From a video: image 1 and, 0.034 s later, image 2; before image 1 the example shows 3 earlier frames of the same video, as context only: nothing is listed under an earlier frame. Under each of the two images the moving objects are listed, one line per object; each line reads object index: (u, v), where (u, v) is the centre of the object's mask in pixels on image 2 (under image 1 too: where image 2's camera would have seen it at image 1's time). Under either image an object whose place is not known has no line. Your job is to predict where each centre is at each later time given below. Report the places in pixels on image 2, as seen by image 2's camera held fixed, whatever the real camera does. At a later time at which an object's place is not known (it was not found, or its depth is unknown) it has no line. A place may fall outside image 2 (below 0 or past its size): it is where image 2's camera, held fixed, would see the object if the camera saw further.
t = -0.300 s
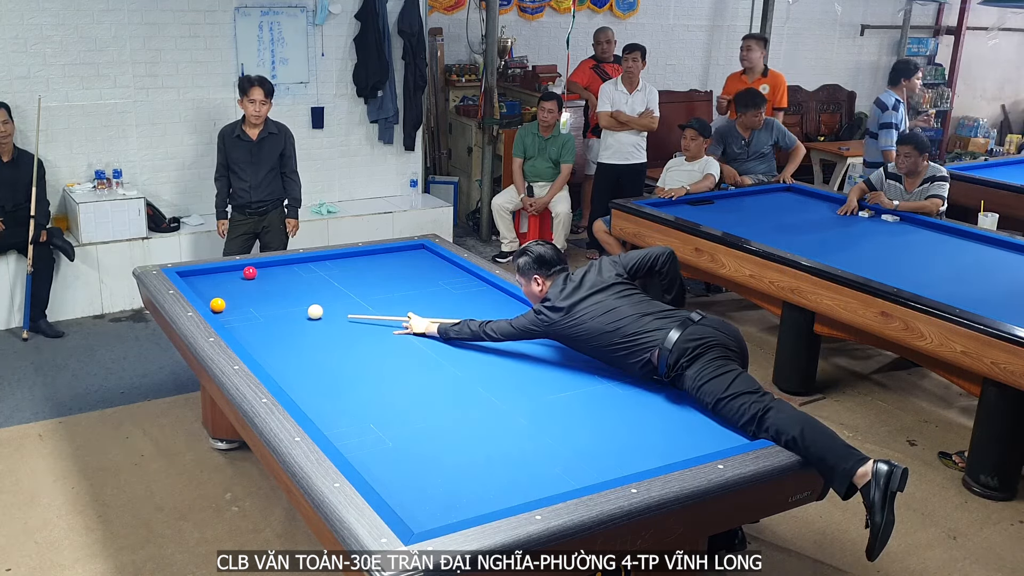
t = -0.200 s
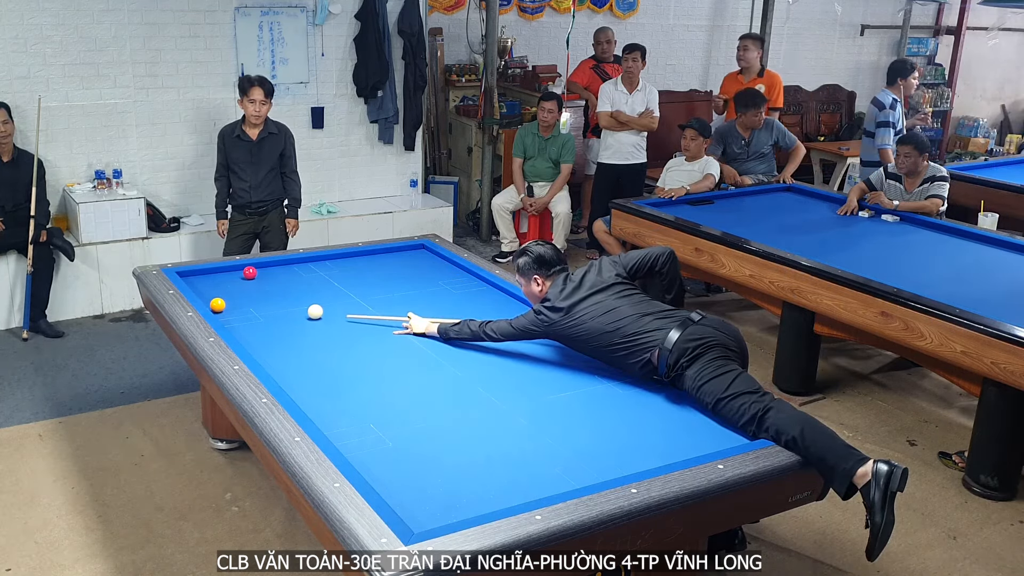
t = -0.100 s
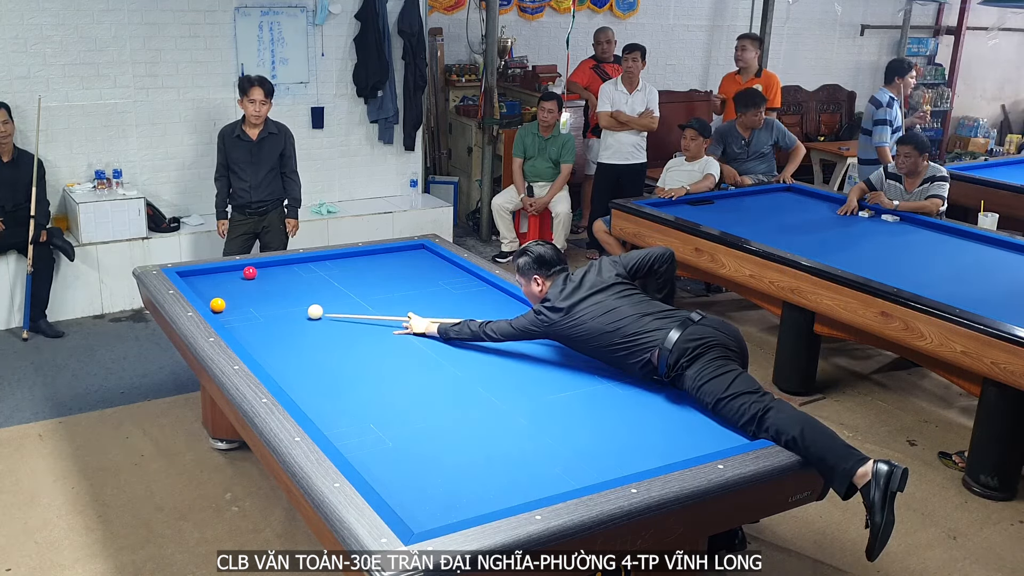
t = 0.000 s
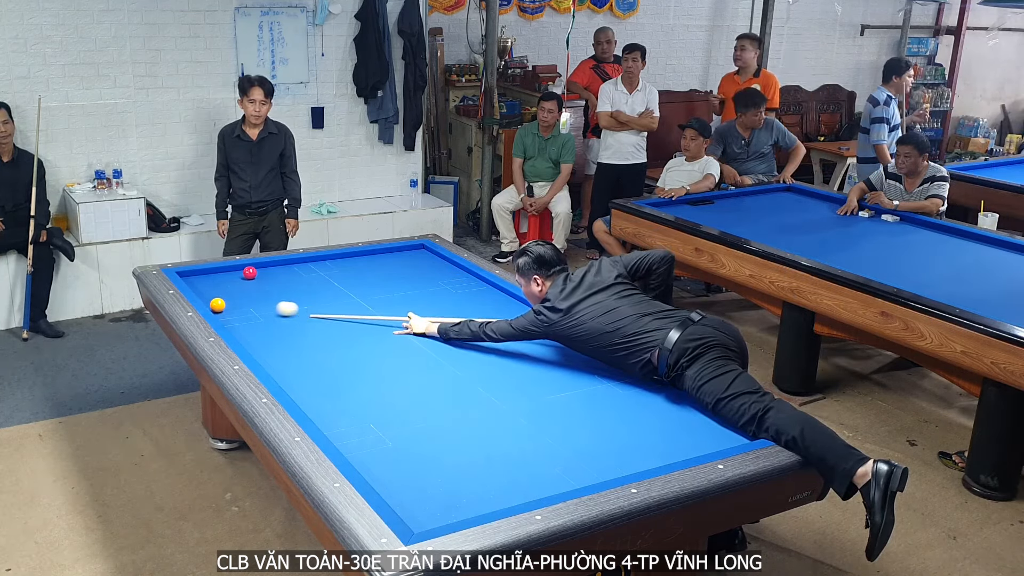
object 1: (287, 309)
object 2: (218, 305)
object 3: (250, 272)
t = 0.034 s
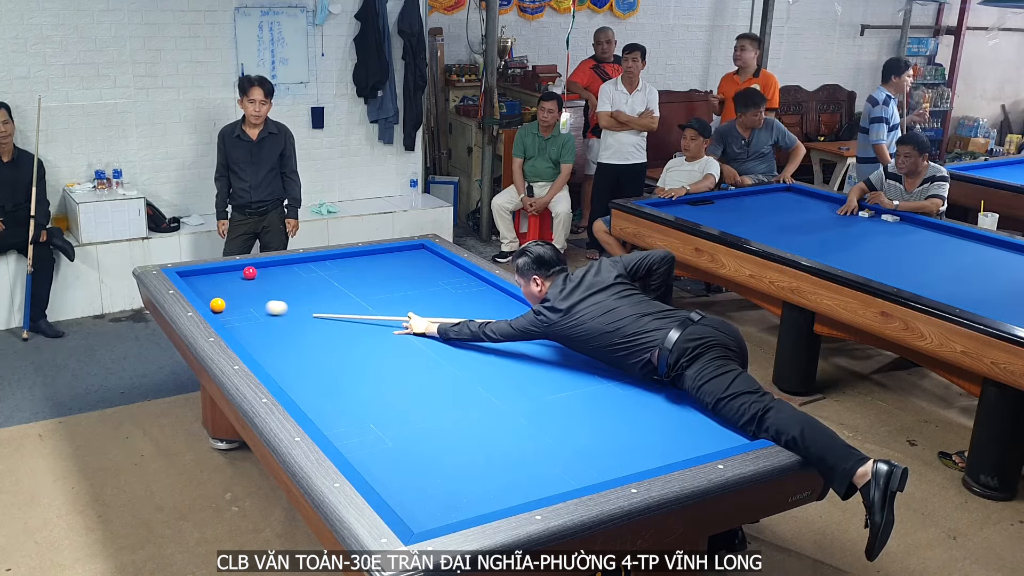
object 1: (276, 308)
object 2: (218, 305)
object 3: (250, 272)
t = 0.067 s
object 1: (266, 307)
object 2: (218, 305)
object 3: (250, 272)
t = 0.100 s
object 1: (257, 306)
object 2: (217, 305)
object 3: (250, 272)
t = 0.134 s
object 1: (248, 305)
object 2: (217, 305)
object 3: (250, 272)
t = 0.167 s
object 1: (239, 304)
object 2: (217, 305)
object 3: (250, 272)
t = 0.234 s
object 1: (231, 301)
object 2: (213, 305)
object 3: (250, 272)
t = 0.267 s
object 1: (231, 300)
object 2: (217, 305)
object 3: (250, 272)
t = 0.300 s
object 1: (230, 298)
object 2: (221, 304)
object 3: (250, 272)
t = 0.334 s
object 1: (230, 296)
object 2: (224, 304)
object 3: (250, 272)
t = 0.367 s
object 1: (228, 294)
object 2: (228, 303)
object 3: (250, 272)
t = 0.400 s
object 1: (226, 294)
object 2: (232, 302)
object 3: (250, 272)
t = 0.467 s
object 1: (226, 294)
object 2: (239, 301)
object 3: (250, 272)
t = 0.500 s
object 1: (226, 293)
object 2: (242, 301)
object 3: (250, 272)
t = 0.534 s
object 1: (226, 292)
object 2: (246, 300)
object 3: (250, 272)
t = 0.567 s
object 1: (225, 292)
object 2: (249, 300)
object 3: (250, 272)
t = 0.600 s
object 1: (225, 291)
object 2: (252, 299)
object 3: (250, 272)
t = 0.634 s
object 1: (225, 290)
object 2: (256, 299)
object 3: (250, 272)
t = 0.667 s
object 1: (224, 289)
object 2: (259, 298)
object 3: (250, 272)
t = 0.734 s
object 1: (224, 287)
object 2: (266, 297)
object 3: (250, 272)
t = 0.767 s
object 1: (223, 287)
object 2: (269, 296)
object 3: (250, 272)
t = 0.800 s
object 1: (223, 286)
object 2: (272, 296)
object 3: (250, 272)
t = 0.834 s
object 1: (223, 285)
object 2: (275, 295)
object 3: (250, 272)
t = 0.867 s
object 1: (222, 284)
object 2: (279, 295)
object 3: (250, 272)
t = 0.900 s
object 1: (222, 283)
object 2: (282, 294)
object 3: (250, 272)
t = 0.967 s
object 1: (221, 282)
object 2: (288, 293)
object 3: (250, 272)
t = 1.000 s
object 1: (221, 281)
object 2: (291, 293)
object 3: (250, 272)
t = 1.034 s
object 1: (221, 280)
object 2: (294, 292)
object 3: (250, 272)
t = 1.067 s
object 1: (220, 279)
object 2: (297, 292)
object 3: (250, 272)
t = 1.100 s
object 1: (220, 279)
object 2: (300, 291)
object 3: (250, 272)
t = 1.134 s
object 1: (219, 278)
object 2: (303, 291)
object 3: (250, 272)
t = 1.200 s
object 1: (219, 276)
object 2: (309, 290)
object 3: (250, 272)
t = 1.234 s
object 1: (219, 276)
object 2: (312, 289)
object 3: (250, 272)
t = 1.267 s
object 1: (218, 275)
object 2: (315, 289)
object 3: (250, 272)
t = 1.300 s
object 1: (218, 274)
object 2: (318, 288)
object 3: (250, 272)
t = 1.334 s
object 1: (218, 274)
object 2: (321, 288)
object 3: (250, 272)
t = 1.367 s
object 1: (217, 273)
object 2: (324, 287)
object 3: (250, 272)
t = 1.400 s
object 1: (217, 272)
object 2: (326, 287)
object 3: (250, 272)
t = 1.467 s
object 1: (216, 271)
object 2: (332, 286)
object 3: (250, 272)
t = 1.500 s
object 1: (216, 270)
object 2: (335, 286)
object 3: (250, 272)
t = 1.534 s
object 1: (216, 270)
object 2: (337, 285)
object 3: (250, 272)
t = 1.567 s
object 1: (218, 270)
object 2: (340, 285)
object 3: (250, 272)
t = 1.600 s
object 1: (219, 270)
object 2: (343, 284)
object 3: (250, 272)
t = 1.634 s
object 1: (221, 271)
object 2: (346, 284)
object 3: (250, 272)
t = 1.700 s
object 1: (223, 271)
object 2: (351, 283)
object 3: (250, 272)
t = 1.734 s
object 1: (225, 271)
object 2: (353, 283)
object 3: (250, 272)
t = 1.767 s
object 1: (226, 272)
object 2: (356, 282)
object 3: (250, 272)
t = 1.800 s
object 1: (227, 272)
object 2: (358, 282)
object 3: (250, 272)
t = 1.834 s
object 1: (228, 272)
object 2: (361, 281)
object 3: (250, 272)
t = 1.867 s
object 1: (230, 272)
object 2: (363, 281)
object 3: (250, 272)
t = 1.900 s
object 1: (231, 272)
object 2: (366, 280)
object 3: (250, 272)
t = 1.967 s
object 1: (233, 273)
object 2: (371, 278)
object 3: (250, 272)
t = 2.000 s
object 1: (235, 273)
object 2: (374, 277)
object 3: (250, 272)
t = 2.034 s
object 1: (236, 273)
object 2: (376, 276)
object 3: (250, 272)
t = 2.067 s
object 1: (236, 274)
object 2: (378, 276)
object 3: (251, 272)
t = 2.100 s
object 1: (236, 274)
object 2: (381, 276)
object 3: (252, 272)
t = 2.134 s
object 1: (236, 274)
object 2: (383, 276)
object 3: (252, 272)
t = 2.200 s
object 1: (237, 274)
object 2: (387, 276)
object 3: (254, 272)
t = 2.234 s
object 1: (237, 275)
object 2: (390, 276)
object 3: (254, 272)
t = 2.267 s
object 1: (237, 275)
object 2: (392, 275)
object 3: (255, 272)
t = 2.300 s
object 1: (238, 275)
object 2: (394, 273)
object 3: (256, 272)
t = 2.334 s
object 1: (238, 275)
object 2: (396, 278)
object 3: (256, 272)
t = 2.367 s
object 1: (238, 276)
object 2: (399, 275)
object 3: (257, 272)
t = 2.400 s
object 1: (238, 276)
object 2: (401, 274)
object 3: (257, 272)
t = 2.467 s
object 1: (239, 276)
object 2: (405, 274)
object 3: (259, 272)
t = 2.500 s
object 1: (239, 277)
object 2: (407, 273)
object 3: (259, 272)
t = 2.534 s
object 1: (239, 277)
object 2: (410, 273)
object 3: (260, 272)
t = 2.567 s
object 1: (239, 277)
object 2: (412, 273)
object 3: (261, 272)
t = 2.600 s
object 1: (239, 277)
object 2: (414, 272)
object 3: (261, 272)
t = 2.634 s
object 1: (239, 278)
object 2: (416, 272)
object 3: (262, 272)
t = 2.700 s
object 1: (240, 278)
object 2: (420, 271)
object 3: (263, 272)
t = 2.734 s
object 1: (240, 278)
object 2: (422, 271)
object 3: (263, 272)
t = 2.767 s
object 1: (240, 279)
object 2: (424, 271)
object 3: (264, 272)
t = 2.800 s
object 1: (240, 279)
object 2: (426, 270)
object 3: (264, 272)
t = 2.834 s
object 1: (240, 279)
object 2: (428, 270)
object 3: (265, 272)
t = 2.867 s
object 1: (241, 279)
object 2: (430, 270)
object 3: (265, 272)
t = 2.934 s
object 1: (241, 280)
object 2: (434, 269)
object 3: (266, 272)
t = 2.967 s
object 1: (241, 280)
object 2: (436, 269)
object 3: (266, 272)
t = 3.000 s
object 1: (241, 280)
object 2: (438, 268)
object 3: (267, 272)
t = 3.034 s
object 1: (241, 280)
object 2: (440, 268)
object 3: (267, 272)
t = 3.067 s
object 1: (242, 280)
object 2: (442, 268)
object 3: (268, 272)
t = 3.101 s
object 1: (242, 280)
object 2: (444, 267)
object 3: (268, 272)
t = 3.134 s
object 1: (242, 281)
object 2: (446, 267)
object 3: (268, 272)
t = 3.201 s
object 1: (242, 281)
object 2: (450, 266)
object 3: (269, 271)
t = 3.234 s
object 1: (243, 281)
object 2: (451, 266)
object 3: (270, 272)
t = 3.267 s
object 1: (243, 281)
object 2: (453, 266)
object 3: (270, 271)
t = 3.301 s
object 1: (243, 281)
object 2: (454, 265)
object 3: (270, 272)
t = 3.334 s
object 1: (243, 281)
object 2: (453, 265)
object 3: (270, 272)
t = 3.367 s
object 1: (243, 282)
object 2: (452, 266)
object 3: (271, 271)
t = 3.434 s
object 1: (244, 282)
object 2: (450, 266)
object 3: (271, 271)
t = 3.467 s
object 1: (244, 282)
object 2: (448, 266)
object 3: (271, 271)
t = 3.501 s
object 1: (244, 282)
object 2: (447, 266)
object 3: (272, 271)
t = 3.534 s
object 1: (244, 282)
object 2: (446, 266)
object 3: (272, 271)
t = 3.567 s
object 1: (245, 282)
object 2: (445, 266)
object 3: (272, 272)
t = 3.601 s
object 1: (245, 282)
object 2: (444, 267)
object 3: (272, 272)
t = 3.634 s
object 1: (245, 283)
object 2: (442, 267)
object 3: (272, 272)
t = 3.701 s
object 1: (245, 283)
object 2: (440, 267)
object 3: (273, 272)
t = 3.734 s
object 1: (245, 283)
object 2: (439, 267)
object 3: (273, 272)
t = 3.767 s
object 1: (246, 283)
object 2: (438, 267)
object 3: (273, 272)
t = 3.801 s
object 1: (246, 283)
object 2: (436, 267)
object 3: (273, 272)
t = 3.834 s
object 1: (246, 283)
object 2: (435, 267)
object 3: (273, 272)
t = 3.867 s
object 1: (246, 283)
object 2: (434, 267)
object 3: (273, 272)
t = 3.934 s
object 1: (246, 283)
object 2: (432, 268)
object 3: (273, 272)
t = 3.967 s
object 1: (246, 284)
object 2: (431, 268)
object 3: (273, 272)
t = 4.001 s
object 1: (247, 284)
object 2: (430, 268)
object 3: (273, 272)
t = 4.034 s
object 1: (247, 284)
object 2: (429, 268)
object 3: (273, 272)
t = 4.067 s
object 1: (247, 284)
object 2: (428, 268)
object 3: (273, 272)
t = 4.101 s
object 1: (247, 284)
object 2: (426, 268)
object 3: (273, 272)
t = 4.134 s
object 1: (247, 284)
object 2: (425, 268)
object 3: (273, 272)
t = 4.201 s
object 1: (247, 284)
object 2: (423, 268)
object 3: (273, 272)
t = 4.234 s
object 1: (247, 284)
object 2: (422, 269)
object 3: (273, 272)
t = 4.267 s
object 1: (247, 284)
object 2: (421, 269)
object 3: (273, 272)
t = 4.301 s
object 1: (248, 284)
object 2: (420, 269)
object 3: (273, 272)
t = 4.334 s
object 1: (248, 284)
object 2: (419, 269)
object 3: (273, 272)
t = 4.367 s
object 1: (248, 284)
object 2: (418, 269)
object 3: (273, 272)
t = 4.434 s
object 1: (248, 284)
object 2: (416, 269)
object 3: (273, 272)
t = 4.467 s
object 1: (248, 284)
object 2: (415, 269)
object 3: (273, 272)
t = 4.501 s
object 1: (248, 284)
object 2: (414, 269)
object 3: (273, 272)
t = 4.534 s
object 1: (248, 284)
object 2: (413, 270)
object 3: (273, 272)
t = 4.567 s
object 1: (248, 284)
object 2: (412, 270)
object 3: (273, 272)
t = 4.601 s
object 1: (248, 284)
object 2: (411, 270)
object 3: (273, 272)
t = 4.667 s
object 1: (248, 284)
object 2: (409, 270)
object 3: (273, 272)
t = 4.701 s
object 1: (248, 285)
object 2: (409, 270)
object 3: (273, 272)
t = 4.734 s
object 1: (248, 285)
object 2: (408, 270)
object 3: (273, 272)
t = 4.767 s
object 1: (249, 285)
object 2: (407, 270)
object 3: (273, 272)
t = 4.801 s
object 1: (249, 285)
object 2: (406, 270)
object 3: (273, 272)
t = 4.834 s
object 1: (249, 285)
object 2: (405, 270)
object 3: (273, 272)
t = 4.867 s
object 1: (249, 285)
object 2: (404, 270)
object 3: (273, 272)
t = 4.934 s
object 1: (249, 285)
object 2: (402, 271)
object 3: (273, 272)
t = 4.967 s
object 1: (249, 285)
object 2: (402, 271)
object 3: (273, 272)
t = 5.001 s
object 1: (249, 285)
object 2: (401, 271)
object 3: (273, 272)
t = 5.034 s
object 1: (249, 285)
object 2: (400, 271)
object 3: (273, 272)
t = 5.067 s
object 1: (249, 285)
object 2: (399, 271)
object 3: (273, 272)
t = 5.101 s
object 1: (249, 285)
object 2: (398, 271)
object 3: (273, 272)
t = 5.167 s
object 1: (249, 285)
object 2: (397, 271)
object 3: (273, 272)
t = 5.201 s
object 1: (249, 285)
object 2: (396, 271)
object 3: (273, 272)
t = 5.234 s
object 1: (249, 285)
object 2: (395, 271)
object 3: (273, 272)
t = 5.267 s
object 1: (249, 285)
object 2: (394, 271)
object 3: (273, 272)
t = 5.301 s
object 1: (249, 285)
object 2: (393, 272)
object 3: (273, 272)
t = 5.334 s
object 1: (249, 285)
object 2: (393, 271)
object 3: (273, 272)
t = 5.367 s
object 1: (249, 285)
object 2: (392, 272)
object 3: (273, 272)
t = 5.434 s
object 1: (249, 285)
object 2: (390, 272)
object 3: (273, 272)
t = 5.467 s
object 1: (249, 285)
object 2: (390, 272)
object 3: (273, 272)
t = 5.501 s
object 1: (249, 285)
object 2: (389, 272)
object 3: (273, 272)
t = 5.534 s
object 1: (249, 285)
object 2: (388, 272)
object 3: (273, 272)
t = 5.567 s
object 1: (249, 285)
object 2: (388, 272)
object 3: (273, 272)
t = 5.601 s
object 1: (249, 285)
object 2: (387, 272)
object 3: (273, 272)
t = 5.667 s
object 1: (249, 285)
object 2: (386, 272)
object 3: (273, 272)
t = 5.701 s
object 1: (249, 285)
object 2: (385, 272)
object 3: (273, 272)
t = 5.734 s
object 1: (249, 285)
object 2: (385, 272)
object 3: (273, 272)
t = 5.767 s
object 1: (249, 285)
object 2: (384, 272)
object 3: (273, 272)
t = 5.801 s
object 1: (249, 285)
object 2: (383, 272)
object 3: (273, 272)
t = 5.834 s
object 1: (249, 285)
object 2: (383, 272)
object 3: (273, 272)
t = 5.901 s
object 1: (249, 285)
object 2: (382, 272)
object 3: (273, 272)
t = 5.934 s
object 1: (249, 285)
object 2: (381, 273)
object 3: (273, 272)
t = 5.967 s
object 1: (249, 285)
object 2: (380, 273)
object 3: (273, 272)
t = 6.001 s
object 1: (249, 285)
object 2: (380, 273)
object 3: (273, 272)
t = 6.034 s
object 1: (249, 285)
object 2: (379, 273)
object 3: (273, 272)
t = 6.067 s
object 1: (249, 285)
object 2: (379, 273)
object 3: (273, 272)
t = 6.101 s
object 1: (249, 285)
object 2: (378, 273)
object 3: (273, 272)
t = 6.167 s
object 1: (249, 285)
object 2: (377, 273)
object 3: (273, 272)
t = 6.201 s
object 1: (249, 285)
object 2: (377, 273)
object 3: (273, 272)
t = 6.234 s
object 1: (249, 285)
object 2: (377, 273)
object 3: (274, 272)
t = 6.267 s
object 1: (249, 285)
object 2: (376, 273)
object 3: (274, 272)
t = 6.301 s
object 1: (249, 285)
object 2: (376, 273)
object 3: (274, 272)
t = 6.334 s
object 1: (249, 285)
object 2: (375, 273)
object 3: (274, 272)
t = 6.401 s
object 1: (249, 285)
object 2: (374, 273)
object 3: (274, 272)
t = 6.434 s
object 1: (249, 285)
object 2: (374, 273)
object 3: (274, 272)
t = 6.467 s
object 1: (249, 285)
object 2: (373, 274)
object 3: (273, 272)
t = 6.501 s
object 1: (249, 285)
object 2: (373, 273)
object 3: (274, 272)
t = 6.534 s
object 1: (249, 285)
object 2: (373, 274)
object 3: (273, 272)
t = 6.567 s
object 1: (249, 285)
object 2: (372, 274)
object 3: (274, 272)
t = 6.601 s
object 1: (249, 285)
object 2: (372, 274)
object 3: (273, 272)
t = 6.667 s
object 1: (249, 285)
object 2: (371, 274)
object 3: (274, 272)
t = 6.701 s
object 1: (249, 285)
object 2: (371, 274)
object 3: (274, 272)
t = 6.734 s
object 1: (249, 285)
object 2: (371, 274)
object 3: (273, 272)
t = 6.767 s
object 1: (249, 285)
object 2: (370, 274)
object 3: (273, 272)
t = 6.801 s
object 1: (249, 285)
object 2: (370, 274)
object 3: (273, 272)
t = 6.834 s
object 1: (249, 285)
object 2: (370, 274)
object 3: (273, 272)
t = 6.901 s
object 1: (249, 285)
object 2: (369, 274)
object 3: (273, 272)
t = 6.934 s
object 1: (249, 285)
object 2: (369, 274)
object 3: (273, 272)
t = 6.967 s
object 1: (249, 285)
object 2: (368, 274)
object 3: (273, 272)
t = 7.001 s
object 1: (249, 285)
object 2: (368, 274)
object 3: (273, 272)
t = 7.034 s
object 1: (249, 285)
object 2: (368, 274)
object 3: (273, 272)
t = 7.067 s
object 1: (249, 285)
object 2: (368, 274)
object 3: (273, 272)
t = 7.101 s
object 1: (249, 285)
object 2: (367, 274)
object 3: (273, 272)
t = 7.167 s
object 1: (249, 285)
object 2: (367, 274)
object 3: (273, 272)
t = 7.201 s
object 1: (249, 285)
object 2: (367, 274)
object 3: (273, 272)
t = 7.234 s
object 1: (249, 285)
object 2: (367, 274)
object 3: (273, 272)
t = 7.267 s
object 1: (249, 285)
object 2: (367, 274)
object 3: (273, 272)
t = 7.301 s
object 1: (249, 285)
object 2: (366, 274)
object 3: (273, 272)
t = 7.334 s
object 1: (249, 285)
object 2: (366, 274)
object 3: (273, 272)
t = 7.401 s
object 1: (249, 285)
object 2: (366, 274)
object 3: (273, 272)
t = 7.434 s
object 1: (249, 285)
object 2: (366, 274)
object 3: (273, 272)
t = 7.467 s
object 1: (249, 285)
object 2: (366, 274)
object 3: (273, 272)
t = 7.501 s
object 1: (249, 285)
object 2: (366, 274)
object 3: (273, 272)
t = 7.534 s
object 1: (249, 285)
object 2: (366, 274)
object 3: (273, 272)
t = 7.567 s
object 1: (249, 285)
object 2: (366, 274)
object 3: (273, 272)
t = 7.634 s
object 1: (249, 285)
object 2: (365, 274)
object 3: (273, 272)
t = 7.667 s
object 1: (249, 285)
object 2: (365, 274)
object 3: (273, 272)
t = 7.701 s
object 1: (249, 285)
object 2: (365, 274)
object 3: (273, 272)
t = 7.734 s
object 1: (249, 285)
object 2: (365, 274)
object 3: (273, 272)
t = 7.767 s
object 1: (249, 285)
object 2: (365, 274)
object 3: (273, 272)
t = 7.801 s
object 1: (249, 285)
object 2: (365, 274)
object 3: (273, 272)
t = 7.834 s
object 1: (249, 285)
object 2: (365, 274)
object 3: (273, 272)
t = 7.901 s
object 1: (249, 285)
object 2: (365, 274)
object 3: (273, 271)
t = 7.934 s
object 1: (249, 285)
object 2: (365, 274)
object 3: (273, 272)
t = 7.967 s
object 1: (249, 285)
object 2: (365, 274)
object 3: (273, 272)
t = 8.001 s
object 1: (249, 285)
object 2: (365, 274)
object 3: (273, 272)
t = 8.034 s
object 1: (249, 285)
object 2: (365, 274)
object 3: (273, 272)
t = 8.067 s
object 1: (249, 285)
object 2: (365, 274)
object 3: (273, 272)
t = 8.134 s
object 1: (249, 285)
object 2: (365, 274)
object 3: (273, 271)
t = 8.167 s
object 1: (249, 285)
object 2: (365, 274)
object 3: (273, 272)
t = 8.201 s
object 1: (249, 285)
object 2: (365, 274)
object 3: (273, 272)
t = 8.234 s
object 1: (249, 285)
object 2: (365, 274)
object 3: (273, 272)
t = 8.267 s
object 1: (249, 285)
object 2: (365, 274)
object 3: (273, 272)
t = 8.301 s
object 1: (249, 285)
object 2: (365, 274)
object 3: (273, 272)
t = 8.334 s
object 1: (249, 285)
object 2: (365, 274)
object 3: (273, 272)
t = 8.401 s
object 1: (249, 285)
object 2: (365, 274)
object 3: (273, 271)
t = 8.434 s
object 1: (249, 285)
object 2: (365, 274)
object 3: (273, 272)
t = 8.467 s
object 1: (249, 285)
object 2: (365, 274)
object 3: (273, 272)
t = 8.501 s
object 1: (249, 285)
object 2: (365, 274)
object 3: (273, 272)
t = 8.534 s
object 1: (249, 285)
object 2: (365, 274)
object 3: (273, 272)
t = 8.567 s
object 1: (249, 285)
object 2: (365, 274)
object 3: (273, 271)
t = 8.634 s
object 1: (249, 285)
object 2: (365, 274)
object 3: (273, 272)
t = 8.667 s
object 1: (249, 285)
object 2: (365, 274)
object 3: (273, 272)
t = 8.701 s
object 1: (249, 285)
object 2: (365, 274)
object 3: (273, 272)
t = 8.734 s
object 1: (249, 285)
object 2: (365, 274)
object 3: (273, 272)
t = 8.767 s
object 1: (249, 285)
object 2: (365, 274)
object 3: (273, 272)
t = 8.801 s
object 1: (249, 285)
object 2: (365, 274)
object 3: (273, 272)
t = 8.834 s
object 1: (249, 285)
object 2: (365, 274)
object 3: (273, 272)
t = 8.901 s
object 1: (249, 285)
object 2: (365, 274)
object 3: (273, 272)
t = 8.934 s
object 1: (249, 285)
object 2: (365, 274)
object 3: (273, 272)
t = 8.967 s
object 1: (249, 285)
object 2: (365, 274)
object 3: (273, 272)
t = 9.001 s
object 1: (249, 285)
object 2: (365, 274)
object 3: (273, 272)
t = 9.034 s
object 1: (249, 285)
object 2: (365, 274)
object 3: (273, 272)
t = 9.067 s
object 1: (249, 285)
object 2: (365, 274)
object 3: (273, 272)
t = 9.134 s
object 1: (249, 285)
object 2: (365, 274)
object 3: (273, 272)
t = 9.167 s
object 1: (249, 285)
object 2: (365, 274)
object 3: (273, 272)
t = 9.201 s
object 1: (249, 285)
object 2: (365, 274)
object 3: (273, 272)
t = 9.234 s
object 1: (249, 285)
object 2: (365, 274)
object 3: (273, 272)
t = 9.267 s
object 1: (249, 285)
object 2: (365, 274)
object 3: (273, 272)
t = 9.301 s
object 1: (249, 285)
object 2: (365, 274)
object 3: (273, 272)
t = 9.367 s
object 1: (249, 285)
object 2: (365, 274)
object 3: (273, 272)
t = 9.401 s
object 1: (249, 285)
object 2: (365, 274)
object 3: (273, 272)
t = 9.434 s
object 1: (249, 285)
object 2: (365, 274)
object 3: (273, 271)
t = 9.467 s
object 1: (249, 285)
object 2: (365, 274)
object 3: (273, 272)
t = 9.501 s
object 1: (249, 285)
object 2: (365, 274)
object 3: (273, 272)
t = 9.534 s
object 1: (249, 285)
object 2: (365, 274)
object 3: (273, 272)
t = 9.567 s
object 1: (249, 285)
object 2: (365, 274)
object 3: (273, 272)
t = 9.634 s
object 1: (249, 285)
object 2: (365, 274)
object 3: (273, 272)
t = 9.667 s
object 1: (249, 285)
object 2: (365, 274)
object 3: (273, 272)
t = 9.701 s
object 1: (249, 285)
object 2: (365, 274)
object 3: (273, 272)
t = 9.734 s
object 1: (249, 285)
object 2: (365, 274)
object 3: (273, 272)
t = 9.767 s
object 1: (249, 285)
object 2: (365, 274)
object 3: (273, 272)
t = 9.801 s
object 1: (249, 285)
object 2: (365, 274)
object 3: (273, 272)
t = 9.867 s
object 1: (249, 285)
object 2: (365, 274)
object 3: (273, 272)
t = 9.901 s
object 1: (249, 285)
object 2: (365, 274)
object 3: (273, 272)
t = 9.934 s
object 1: (249, 285)
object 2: (365, 274)
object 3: (273, 272)
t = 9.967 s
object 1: (249, 285)
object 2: (365, 274)
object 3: (273, 272)
